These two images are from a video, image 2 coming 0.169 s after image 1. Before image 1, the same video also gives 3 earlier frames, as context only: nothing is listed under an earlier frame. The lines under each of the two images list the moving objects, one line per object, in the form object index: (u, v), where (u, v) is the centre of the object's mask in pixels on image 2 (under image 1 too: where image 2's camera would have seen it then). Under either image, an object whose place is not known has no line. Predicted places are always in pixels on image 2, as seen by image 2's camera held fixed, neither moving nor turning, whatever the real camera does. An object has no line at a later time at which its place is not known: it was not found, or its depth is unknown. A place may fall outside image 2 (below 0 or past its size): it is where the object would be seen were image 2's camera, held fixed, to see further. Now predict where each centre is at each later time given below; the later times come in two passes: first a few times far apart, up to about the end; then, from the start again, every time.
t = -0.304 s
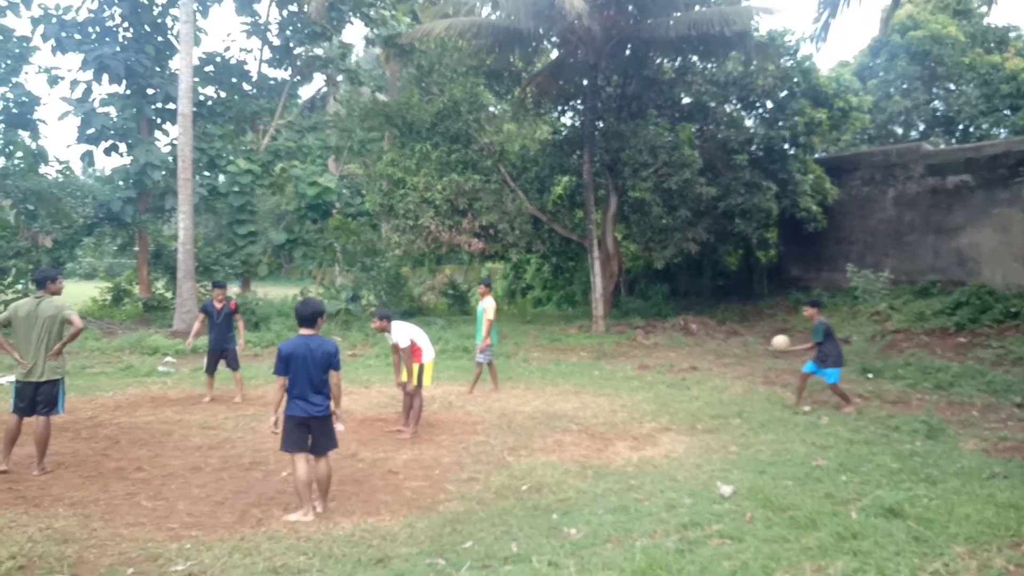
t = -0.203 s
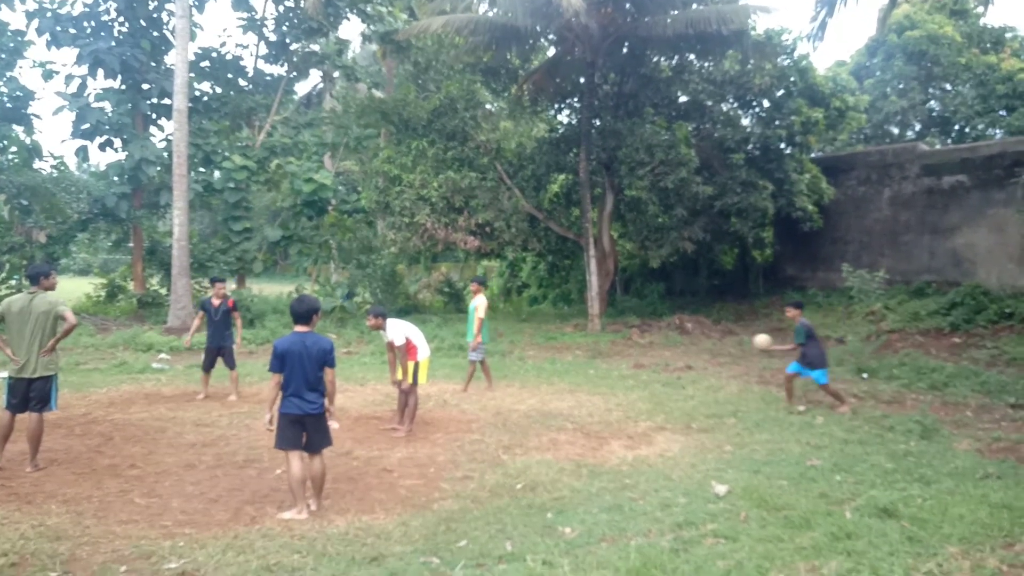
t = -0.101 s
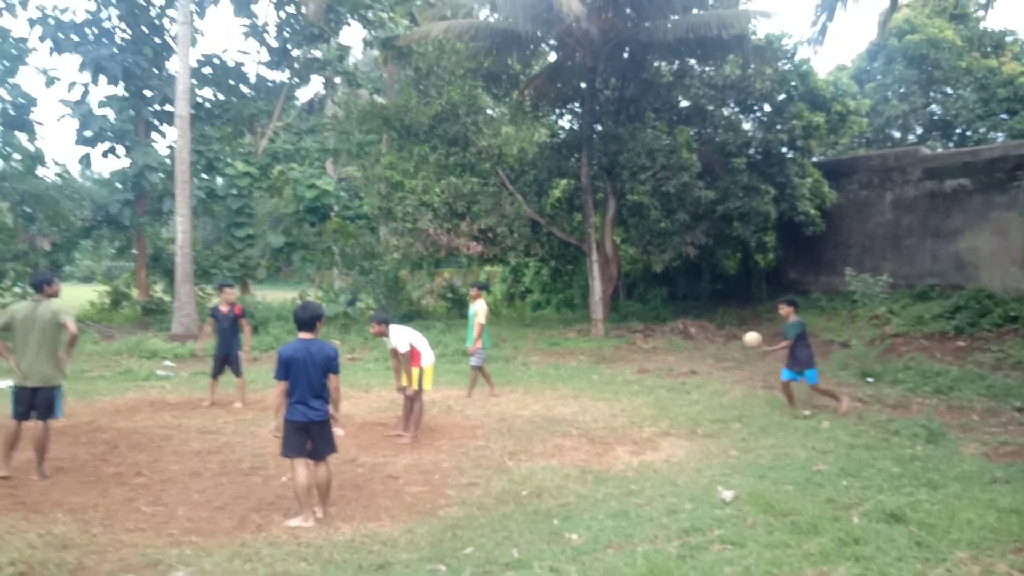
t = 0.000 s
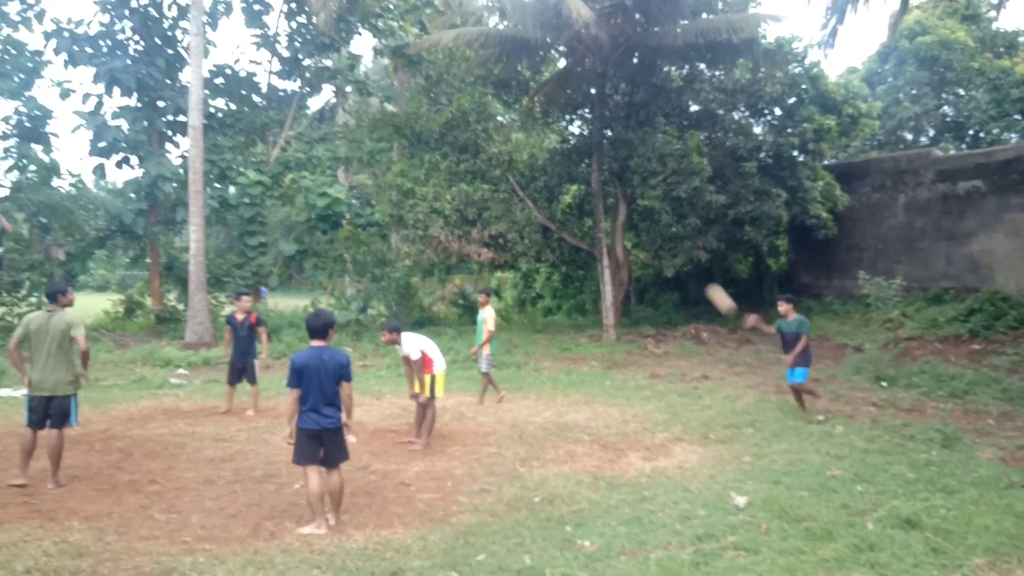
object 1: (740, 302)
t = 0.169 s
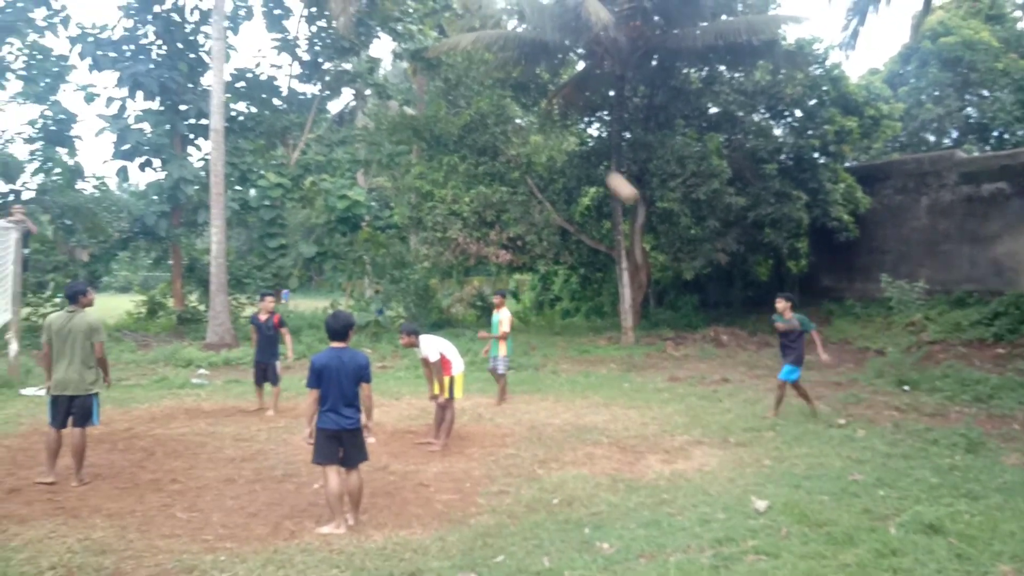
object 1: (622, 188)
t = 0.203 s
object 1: (597, 167)
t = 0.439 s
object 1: (403, 36)
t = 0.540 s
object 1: (312, -6)
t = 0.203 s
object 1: (597, 167)
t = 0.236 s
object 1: (571, 147)
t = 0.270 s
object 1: (544, 125)
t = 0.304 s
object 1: (517, 106)
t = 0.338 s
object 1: (489, 87)
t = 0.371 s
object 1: (460, 69)
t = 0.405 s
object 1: (432, 53)
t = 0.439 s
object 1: (403, 36)
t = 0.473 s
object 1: (372, 20)
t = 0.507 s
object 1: (342, 6)
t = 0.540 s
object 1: (312, -6)
